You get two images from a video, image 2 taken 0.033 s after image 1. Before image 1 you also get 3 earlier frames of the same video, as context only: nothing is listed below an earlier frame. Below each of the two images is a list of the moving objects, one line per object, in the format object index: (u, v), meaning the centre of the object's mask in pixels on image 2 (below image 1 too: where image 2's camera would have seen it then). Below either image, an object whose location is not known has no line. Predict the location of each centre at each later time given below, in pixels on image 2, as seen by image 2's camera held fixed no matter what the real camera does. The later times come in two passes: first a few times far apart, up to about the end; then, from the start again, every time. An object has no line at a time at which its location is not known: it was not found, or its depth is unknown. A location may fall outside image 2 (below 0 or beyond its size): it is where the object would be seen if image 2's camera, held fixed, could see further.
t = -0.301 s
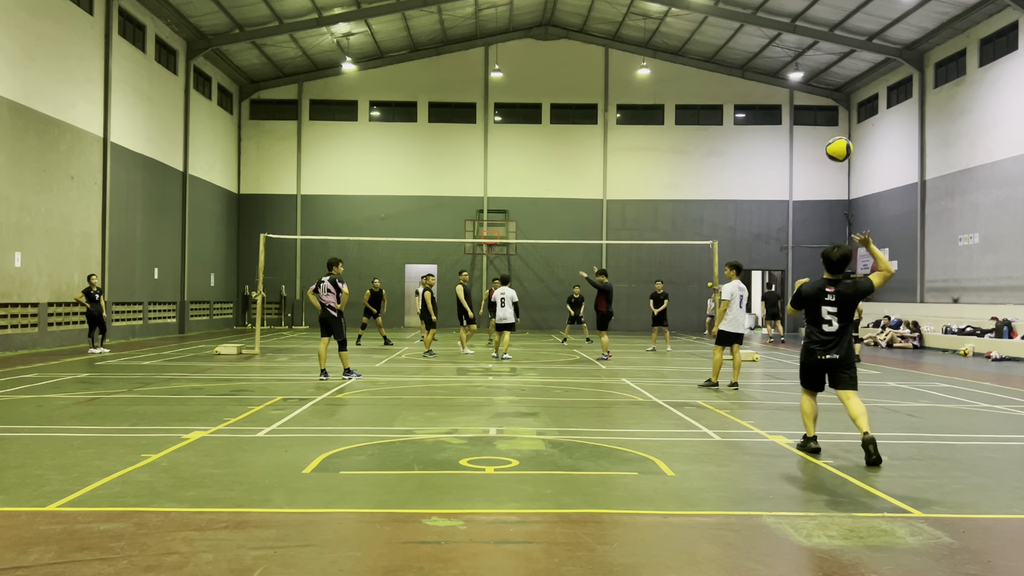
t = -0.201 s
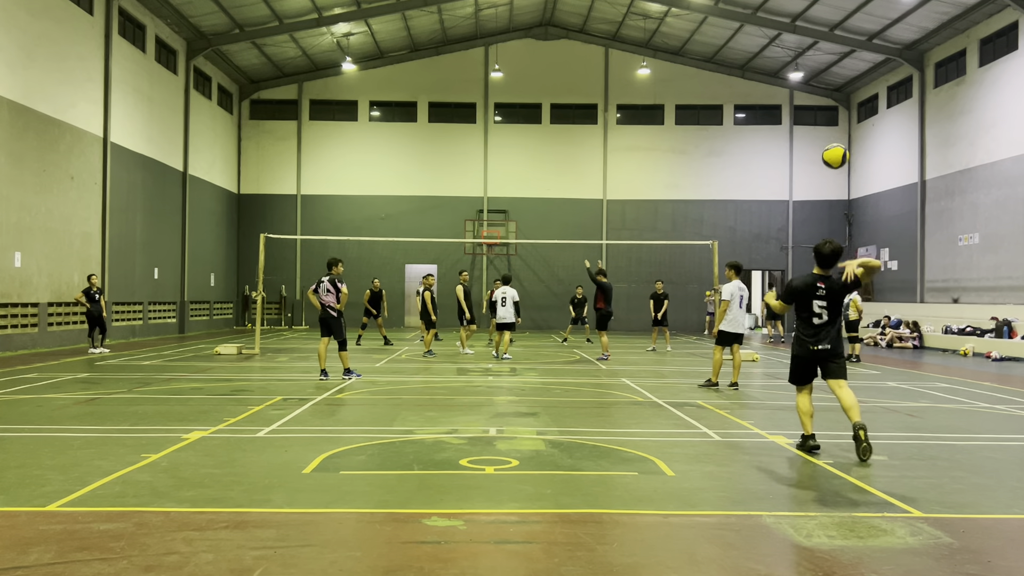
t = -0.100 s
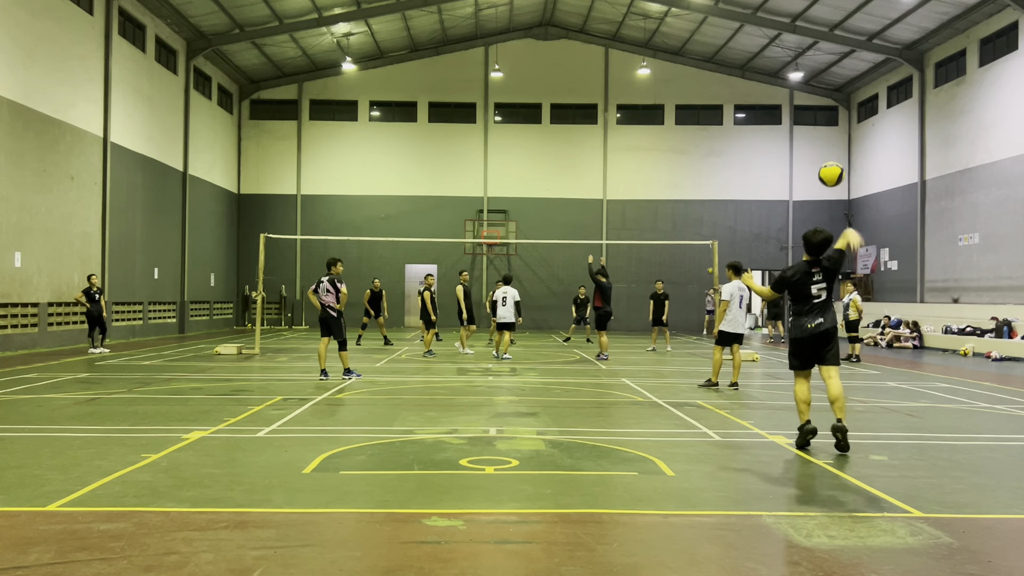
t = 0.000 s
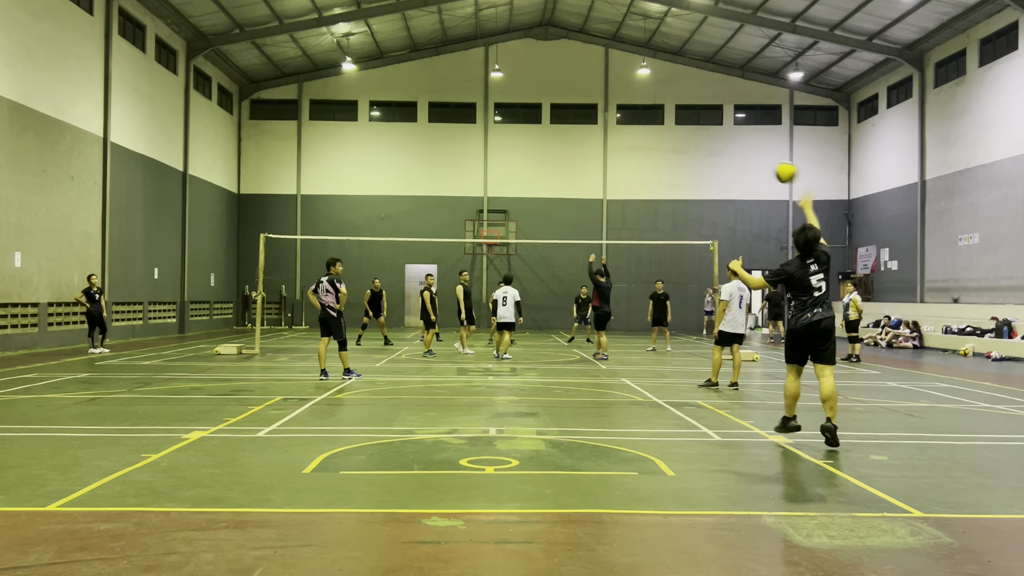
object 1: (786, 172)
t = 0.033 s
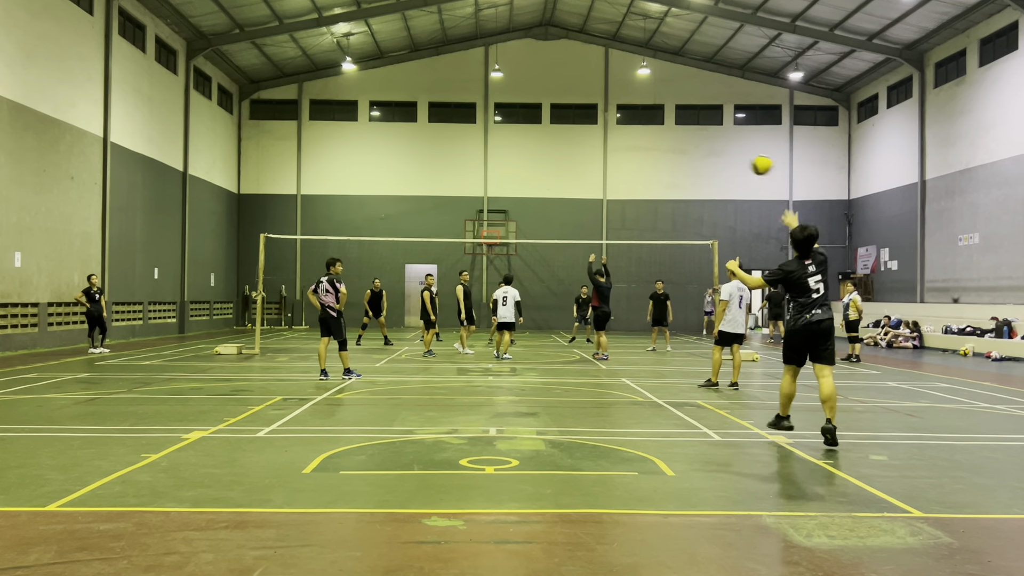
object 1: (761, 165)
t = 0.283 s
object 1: (650, 156)
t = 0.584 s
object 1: (590, 202)
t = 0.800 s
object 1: (565, 241)
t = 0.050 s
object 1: (750, 162)
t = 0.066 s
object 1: (740, 159)
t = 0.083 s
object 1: (731, 157)
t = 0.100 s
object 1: (721, 155)
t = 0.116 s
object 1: (713, 154)
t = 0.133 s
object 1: (705, 153)
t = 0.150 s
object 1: (697, 152)
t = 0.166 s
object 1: (690, 152)
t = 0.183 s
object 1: (684, 151)
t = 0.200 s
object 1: (677, 152)
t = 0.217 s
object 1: (671, 152)
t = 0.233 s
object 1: (666, 153)
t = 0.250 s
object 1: (660, 154)
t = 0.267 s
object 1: (655, 155)
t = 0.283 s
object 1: (650, 156)
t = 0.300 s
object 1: (645, 158)
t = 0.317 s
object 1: (640, 160)
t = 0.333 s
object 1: (636, 161)
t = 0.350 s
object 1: (632, 163)
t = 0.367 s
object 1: (628, 165)
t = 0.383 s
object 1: (624, 168)
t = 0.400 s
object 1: (620, 170)
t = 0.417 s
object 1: (617, 173)
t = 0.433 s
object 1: (613, 175)
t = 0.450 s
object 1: (610, 178)
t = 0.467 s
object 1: (607, 180)
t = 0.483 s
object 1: (604, 183)
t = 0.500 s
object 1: (602, 186)
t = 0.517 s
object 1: (599, 189)
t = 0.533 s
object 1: (597, 192)
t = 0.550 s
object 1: (594, 195)
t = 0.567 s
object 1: (592, 198)
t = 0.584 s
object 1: (590, 202)
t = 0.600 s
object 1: (588, 204)
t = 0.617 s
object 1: (586, 207)
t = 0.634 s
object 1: (583, 210)
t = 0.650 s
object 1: (581, 213)
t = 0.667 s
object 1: (579, 216)
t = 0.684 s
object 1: (577, 219)
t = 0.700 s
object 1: (575, 222)
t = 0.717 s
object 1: (573, 225)
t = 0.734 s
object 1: (571, 229)
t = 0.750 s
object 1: (569, 232)
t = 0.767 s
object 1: (568, 234)
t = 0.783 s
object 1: (566, 237)
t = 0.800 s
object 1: (565, 241)
